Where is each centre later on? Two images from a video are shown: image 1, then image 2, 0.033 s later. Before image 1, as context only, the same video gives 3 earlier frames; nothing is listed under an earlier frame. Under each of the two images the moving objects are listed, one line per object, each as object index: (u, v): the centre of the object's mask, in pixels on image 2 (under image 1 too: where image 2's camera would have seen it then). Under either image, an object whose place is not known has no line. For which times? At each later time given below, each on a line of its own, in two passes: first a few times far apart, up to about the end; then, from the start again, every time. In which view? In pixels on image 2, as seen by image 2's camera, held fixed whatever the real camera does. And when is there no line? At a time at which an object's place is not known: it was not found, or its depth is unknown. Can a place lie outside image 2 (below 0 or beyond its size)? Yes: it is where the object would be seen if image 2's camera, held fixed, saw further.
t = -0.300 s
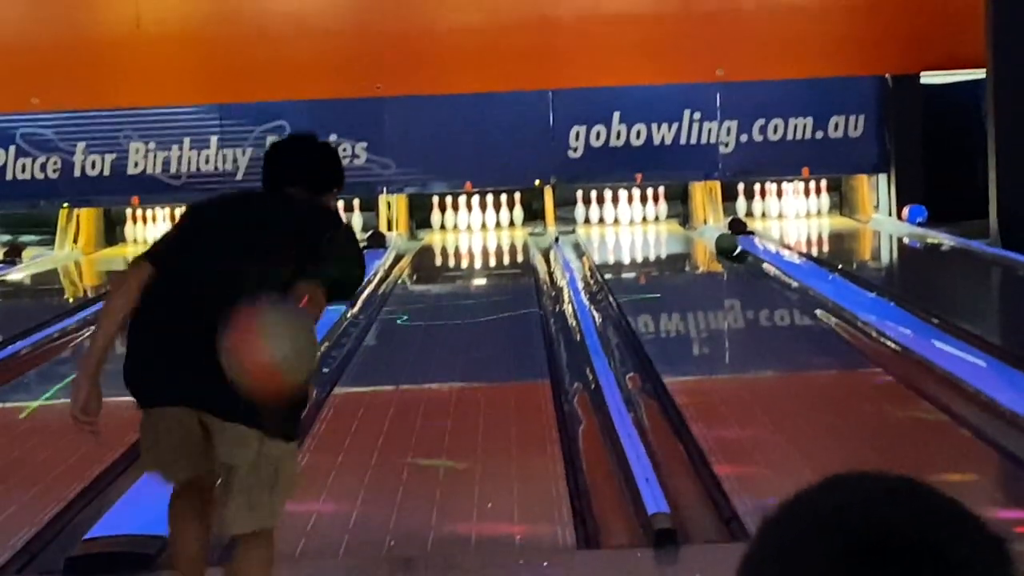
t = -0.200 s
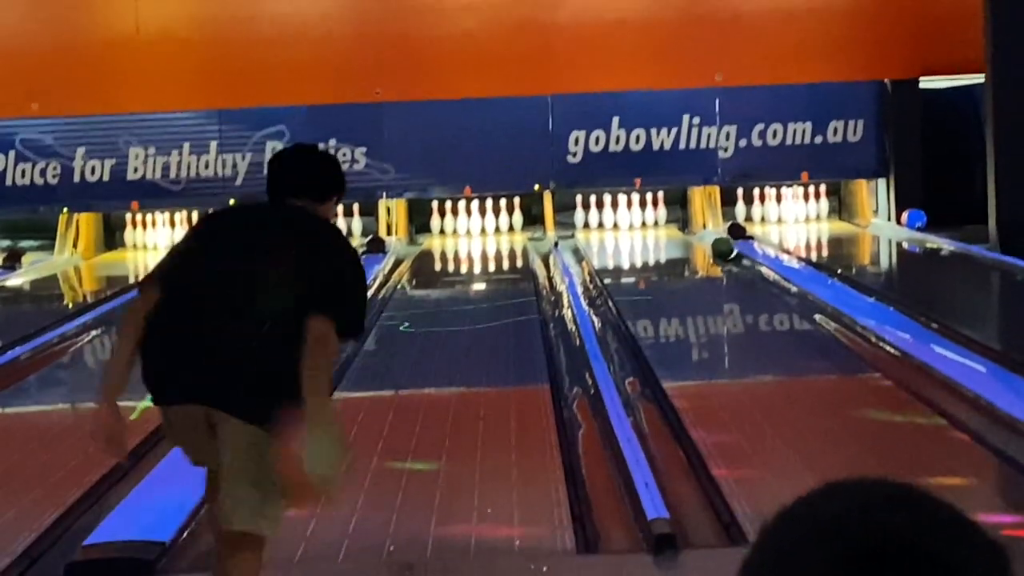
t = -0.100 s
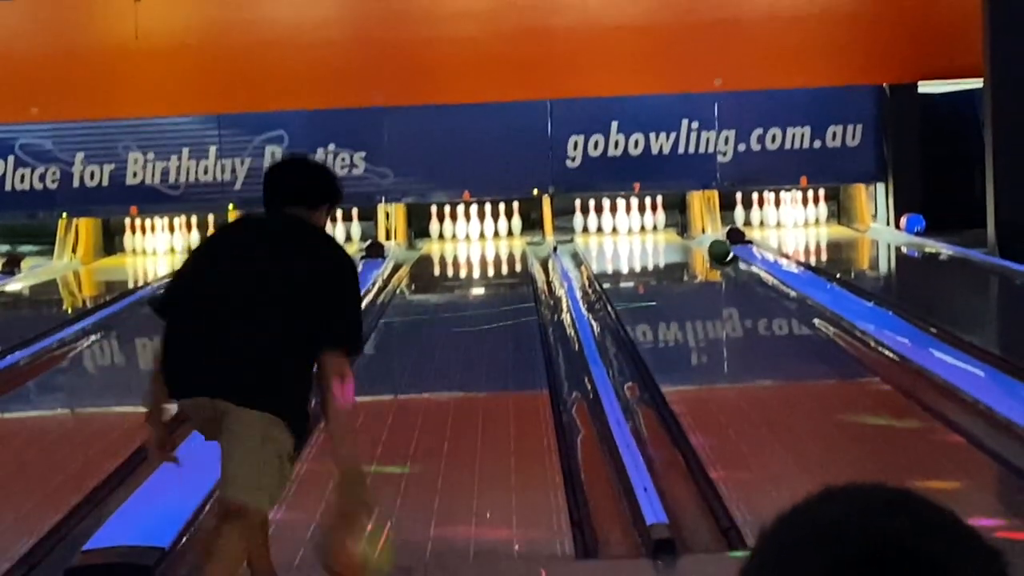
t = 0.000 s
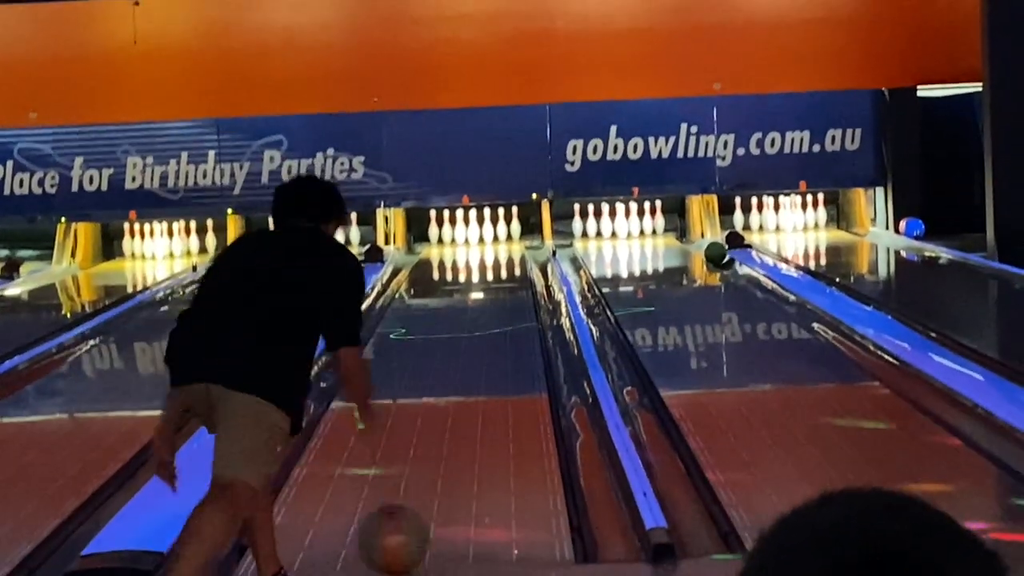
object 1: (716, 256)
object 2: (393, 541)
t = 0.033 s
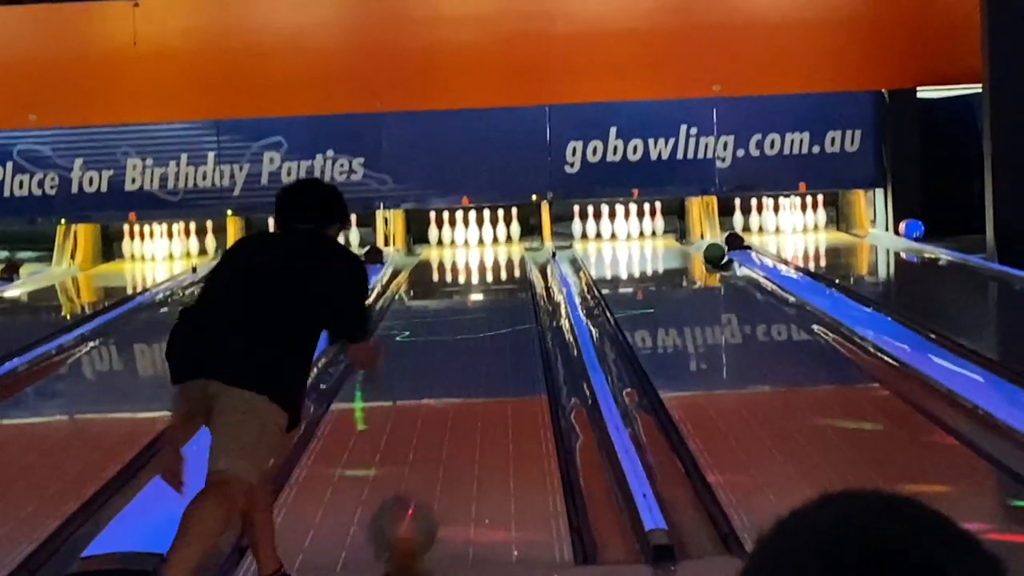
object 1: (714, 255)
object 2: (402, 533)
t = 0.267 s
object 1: (710, 251)
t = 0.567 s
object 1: (701, 247)
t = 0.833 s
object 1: (695, 244)
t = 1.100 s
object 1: (689, 239)
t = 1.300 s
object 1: (686, 236)
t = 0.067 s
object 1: (713, 254)
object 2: (411, 514)
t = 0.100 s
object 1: (713, 254)
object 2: (420, 499)
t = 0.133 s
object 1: (712, 254)
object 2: (426, 486)
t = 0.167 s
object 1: (711, 253)
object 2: (433, 472)
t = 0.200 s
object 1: (709, 252)
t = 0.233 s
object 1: (710, 252)
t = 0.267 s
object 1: (710, 251)
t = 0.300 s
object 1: (709, 251)
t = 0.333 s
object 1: (707, 250)
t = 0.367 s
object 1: (706, 250)
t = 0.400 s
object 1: (705, 250)
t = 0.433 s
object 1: (704, 249)
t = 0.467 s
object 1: (704, 249)
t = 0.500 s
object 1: (703, 249)
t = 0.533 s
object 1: (702, 248)
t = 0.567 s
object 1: (701, 247)
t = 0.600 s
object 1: (700, 247)
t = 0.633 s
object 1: (700, 247)
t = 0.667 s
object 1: (699, 247)
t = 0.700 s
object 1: (698, 246)
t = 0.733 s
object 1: (697, 245)
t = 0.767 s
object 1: (696, 245)
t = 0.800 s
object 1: (695, 244)
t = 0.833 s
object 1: (695, 244)
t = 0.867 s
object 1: (694, 243)
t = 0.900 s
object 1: (693, 243)
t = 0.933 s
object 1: (692, 242)
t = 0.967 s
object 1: (691, 241)
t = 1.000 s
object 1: (691, 240)
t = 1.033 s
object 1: (690, 240)
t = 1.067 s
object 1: (690, 240)
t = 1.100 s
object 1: (689, 239)
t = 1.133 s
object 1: (689, 238)
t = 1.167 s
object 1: (688, 237)
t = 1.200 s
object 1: (687, 237)
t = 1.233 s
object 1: (686, 237)
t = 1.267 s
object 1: (685, 236)
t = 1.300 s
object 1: (686, 236)
